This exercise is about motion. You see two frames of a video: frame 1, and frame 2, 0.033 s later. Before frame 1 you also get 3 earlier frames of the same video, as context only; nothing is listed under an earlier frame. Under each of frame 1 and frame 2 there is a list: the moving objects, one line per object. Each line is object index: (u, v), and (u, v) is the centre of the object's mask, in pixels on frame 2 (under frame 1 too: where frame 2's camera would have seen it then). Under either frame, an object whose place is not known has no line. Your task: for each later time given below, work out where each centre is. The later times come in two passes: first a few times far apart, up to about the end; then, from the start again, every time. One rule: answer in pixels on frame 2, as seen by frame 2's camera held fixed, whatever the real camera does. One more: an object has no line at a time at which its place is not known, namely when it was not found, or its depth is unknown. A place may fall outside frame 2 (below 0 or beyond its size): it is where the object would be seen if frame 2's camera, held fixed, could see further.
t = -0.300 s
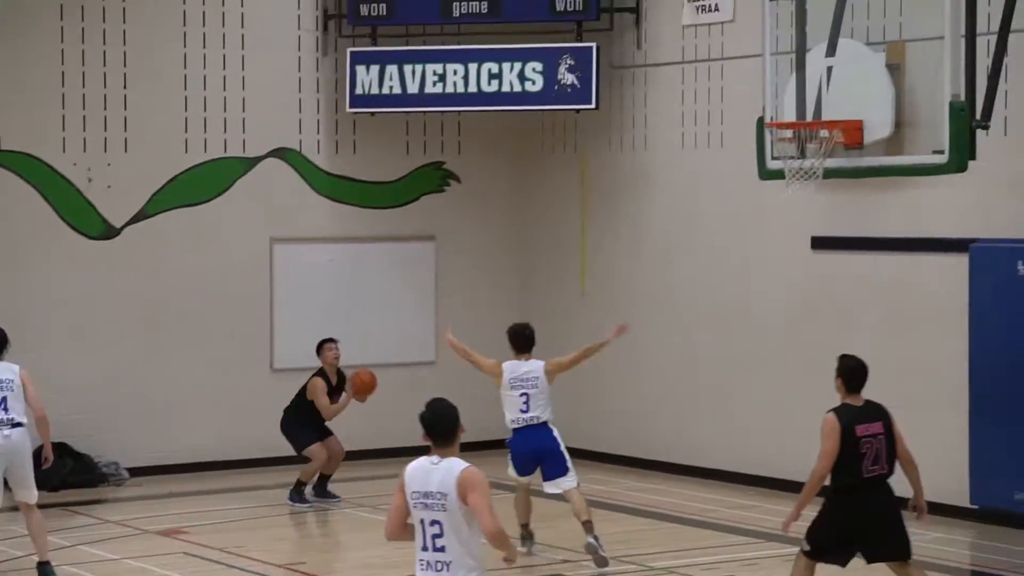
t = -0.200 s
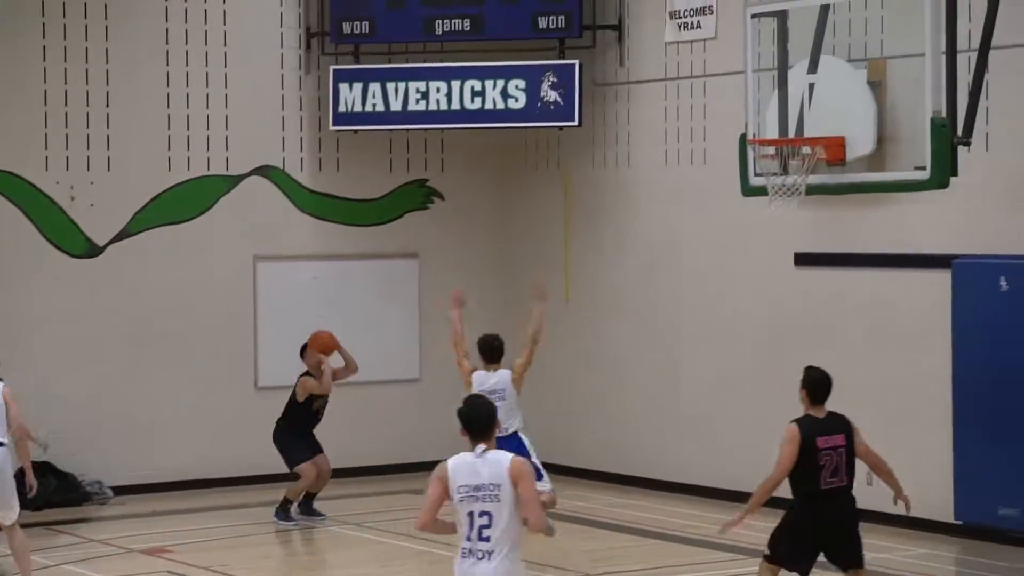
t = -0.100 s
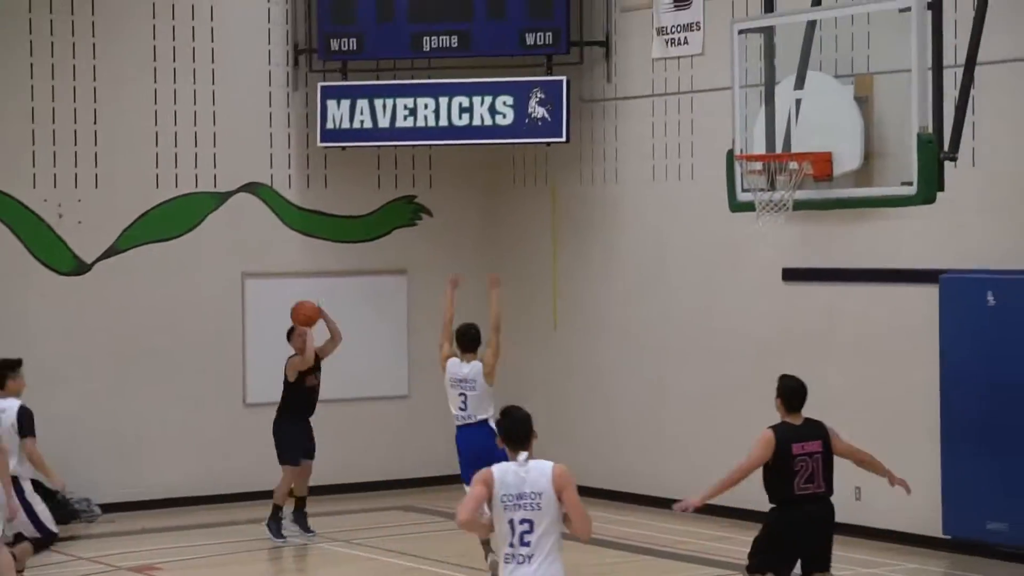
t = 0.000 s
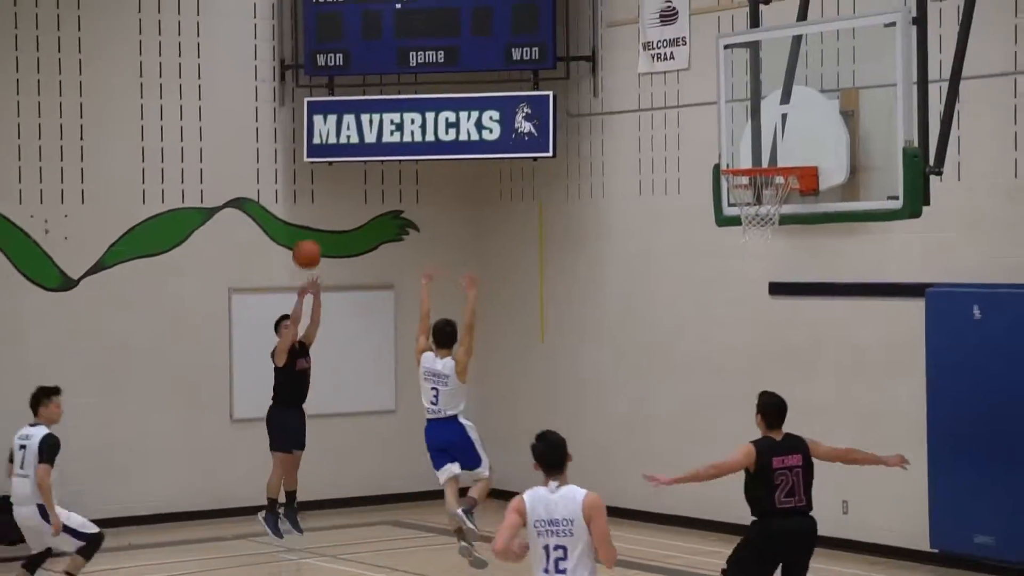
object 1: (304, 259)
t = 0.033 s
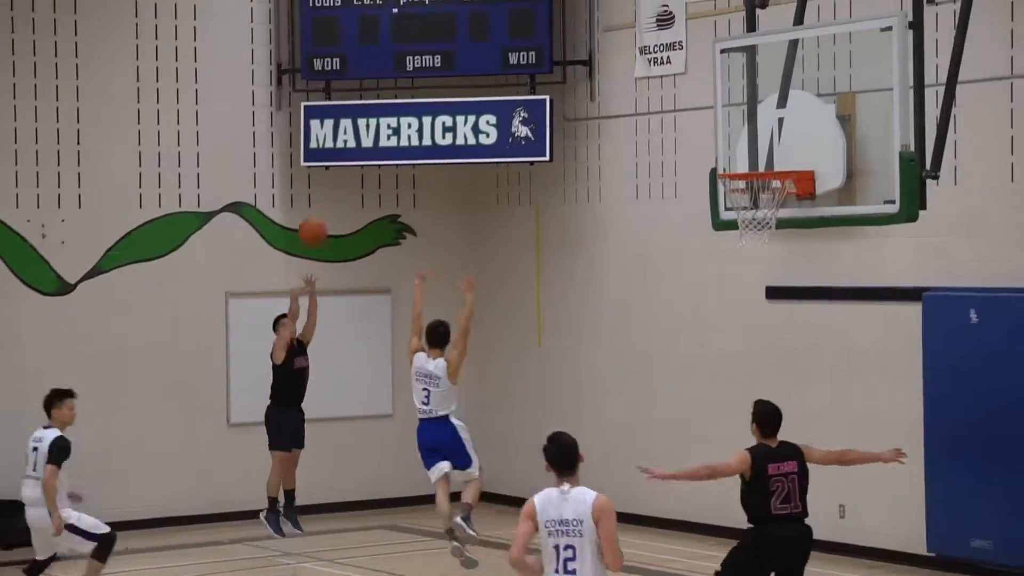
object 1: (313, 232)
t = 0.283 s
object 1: (377, 58)
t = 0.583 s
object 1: (463, -64)
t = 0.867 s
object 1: (555, -86)
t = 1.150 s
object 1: (661, 18)
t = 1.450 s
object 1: (767, 192)
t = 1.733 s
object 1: (767, 202)
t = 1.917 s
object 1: (730, 260)
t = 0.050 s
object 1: (316, 218)
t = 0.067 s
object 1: (321, 205)
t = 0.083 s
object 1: (326, 193)
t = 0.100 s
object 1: (329, 181)
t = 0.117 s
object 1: (333, 168)
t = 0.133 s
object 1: (338, 156)
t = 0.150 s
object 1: (342, 144)
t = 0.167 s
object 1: (347, 132)
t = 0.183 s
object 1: (352, 120)
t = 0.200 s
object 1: (356, 109)
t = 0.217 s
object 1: (360, 99)
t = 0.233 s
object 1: (365, 87)
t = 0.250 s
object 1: (369, 78)
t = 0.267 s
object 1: (373, 67)
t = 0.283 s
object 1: (377, 58)
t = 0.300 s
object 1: (382, 49)
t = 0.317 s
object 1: (387, 39)
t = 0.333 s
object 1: (391, 30)
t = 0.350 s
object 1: (395, 22)
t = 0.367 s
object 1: (400, 14)
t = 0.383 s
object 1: (404, 6)
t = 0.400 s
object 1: (409, -2)
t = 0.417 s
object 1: (414, -10)
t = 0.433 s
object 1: (418, -17)
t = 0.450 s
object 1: (423, -24)
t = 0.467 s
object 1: (429, -30)
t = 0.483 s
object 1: (433, -38)
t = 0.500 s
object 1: (438, -44)
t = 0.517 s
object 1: (443, -49)
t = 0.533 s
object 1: (448, -54)
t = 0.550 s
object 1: (453, -58)
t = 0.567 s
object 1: (458, -61)
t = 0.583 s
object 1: (463, -64)
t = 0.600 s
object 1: (468, -68)
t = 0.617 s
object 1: (473, -70)
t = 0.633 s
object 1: (479, -74)
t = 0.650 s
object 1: (483, -76)
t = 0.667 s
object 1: (489, -79)
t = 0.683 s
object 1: (494, -81)
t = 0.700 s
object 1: (499, -82)
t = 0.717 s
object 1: (505, -84)
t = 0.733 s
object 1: (510, -85)
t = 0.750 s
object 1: (515, -87)
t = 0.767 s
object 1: (521, -88)
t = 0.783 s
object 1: (527, -88)
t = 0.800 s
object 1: (533, -89)
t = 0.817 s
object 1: (538, -89)
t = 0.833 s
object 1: (543, -88)
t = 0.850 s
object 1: (550, -87)
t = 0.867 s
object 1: (555, -86)
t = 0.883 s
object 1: (560, -84)
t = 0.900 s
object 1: (566, -81)
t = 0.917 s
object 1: (572, -77)
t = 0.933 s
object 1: (578, -74)
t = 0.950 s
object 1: (584, -69)
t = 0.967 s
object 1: (590, -64)
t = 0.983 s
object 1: (596, -58)
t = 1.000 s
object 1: (603, -53)
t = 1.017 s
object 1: (610, -46)
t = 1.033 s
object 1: (615, -39)
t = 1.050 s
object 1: (622, -32)
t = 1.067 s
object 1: (628, -25)
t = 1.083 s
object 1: (634, -18)
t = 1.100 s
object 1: (641, -9)
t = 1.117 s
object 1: (647, 0)
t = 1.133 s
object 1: (654, 9)
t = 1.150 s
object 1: (661, 18)
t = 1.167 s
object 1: (667, 28)
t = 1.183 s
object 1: (674, 40)
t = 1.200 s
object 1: (681, 51)
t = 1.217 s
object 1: (688, 62)
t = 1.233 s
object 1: (694, 74)
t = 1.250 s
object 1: (700, 87)
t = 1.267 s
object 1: (707, 100)
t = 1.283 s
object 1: (714, 114)
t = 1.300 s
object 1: (721, 128)
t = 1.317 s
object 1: (727, 143)
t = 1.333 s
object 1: (734, 157)
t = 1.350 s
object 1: (740, 170)
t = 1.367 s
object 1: (747, 192)
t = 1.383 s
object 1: (755, 201)
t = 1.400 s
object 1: (760, 201)
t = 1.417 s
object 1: (762, 200)
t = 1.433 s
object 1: (765, 196)
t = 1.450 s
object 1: (767, 192)
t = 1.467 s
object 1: (770, 189)
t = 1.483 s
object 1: (773, 193)
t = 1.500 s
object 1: (776, 191)
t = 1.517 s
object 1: (779, 207)
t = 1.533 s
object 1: (779, 188)
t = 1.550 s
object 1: (780, 207)
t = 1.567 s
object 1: (780, 208)
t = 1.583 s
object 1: (779, 210)
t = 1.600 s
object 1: (779, 212)
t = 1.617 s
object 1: (779, 214)
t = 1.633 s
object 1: (779, 216)
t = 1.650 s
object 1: (776, 220)
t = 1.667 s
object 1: (777, 196)
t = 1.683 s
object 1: (776, 199)
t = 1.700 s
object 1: (773, 200)
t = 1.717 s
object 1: (770, 201)
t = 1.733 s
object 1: (767, 202)
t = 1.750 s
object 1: (759, 235)
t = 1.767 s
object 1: (756, 236)
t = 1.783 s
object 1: (754, 237)
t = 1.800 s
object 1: (751, 238)
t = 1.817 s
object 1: (748, 239)
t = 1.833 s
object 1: (745, 240)
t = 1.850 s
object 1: (742, 242)
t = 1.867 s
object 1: (740, 245)
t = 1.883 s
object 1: (736, 249)
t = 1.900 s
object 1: (733, 255)
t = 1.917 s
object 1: (730, 260)
